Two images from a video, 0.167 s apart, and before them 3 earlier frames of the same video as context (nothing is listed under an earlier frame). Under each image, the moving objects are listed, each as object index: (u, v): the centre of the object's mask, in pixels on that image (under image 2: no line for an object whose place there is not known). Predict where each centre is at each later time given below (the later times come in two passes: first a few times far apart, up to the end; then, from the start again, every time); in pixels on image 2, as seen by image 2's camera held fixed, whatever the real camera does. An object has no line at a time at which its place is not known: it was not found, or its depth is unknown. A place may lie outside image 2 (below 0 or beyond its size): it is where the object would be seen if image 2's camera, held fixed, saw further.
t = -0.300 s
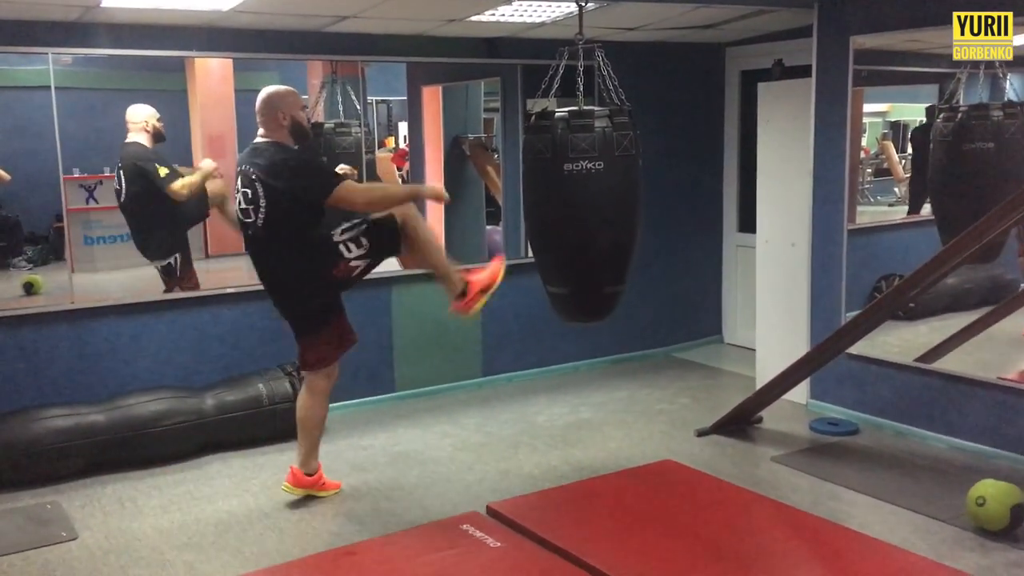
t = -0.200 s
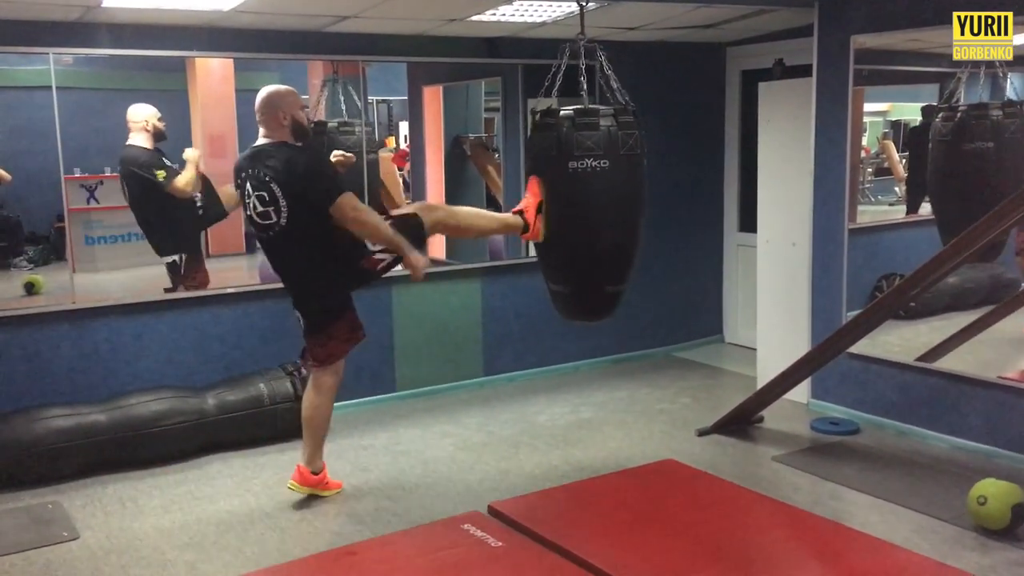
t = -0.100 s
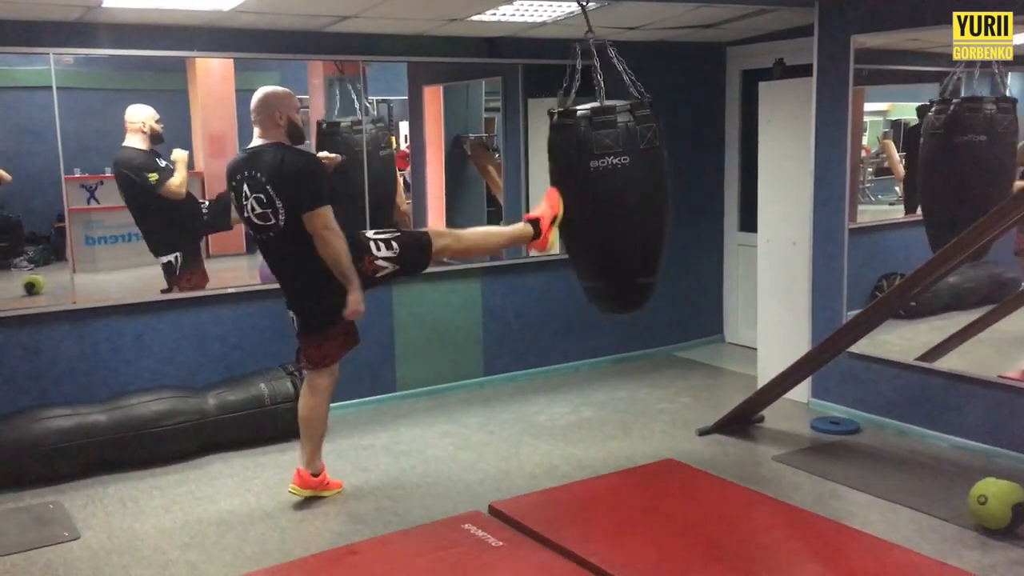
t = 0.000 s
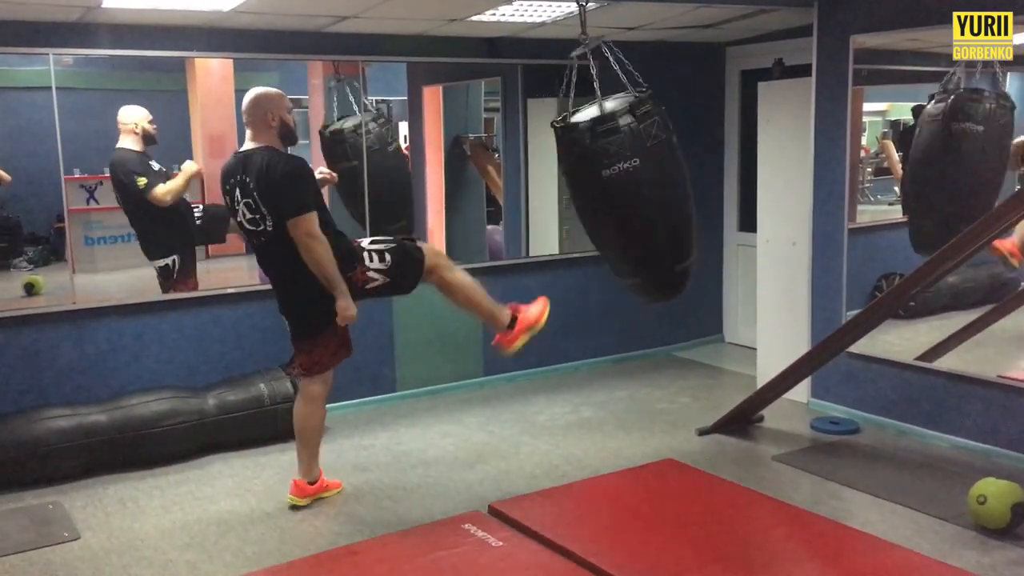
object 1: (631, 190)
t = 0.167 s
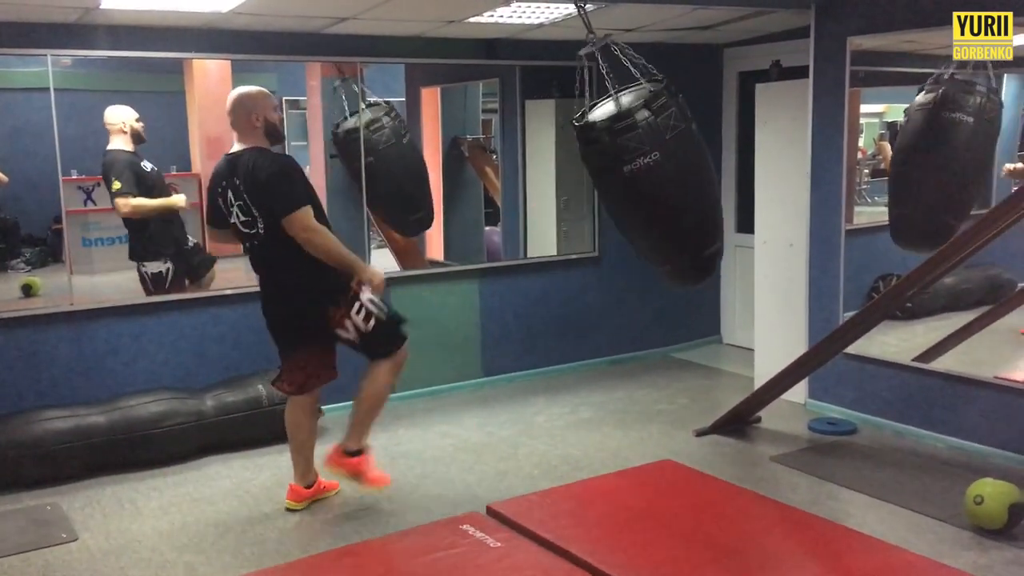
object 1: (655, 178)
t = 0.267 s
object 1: (662, 173)
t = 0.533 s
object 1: (646, 184)
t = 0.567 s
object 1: (641, 187)
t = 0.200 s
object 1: (658, 176)
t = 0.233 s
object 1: (660, 174)
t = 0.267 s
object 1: (662, 173)
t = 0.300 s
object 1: (662, 173)
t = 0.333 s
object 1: (661, 173)
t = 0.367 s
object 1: (660, 174)
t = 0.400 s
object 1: (658, 174)
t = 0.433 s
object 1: (655, 176)
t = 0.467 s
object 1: (653, 178)
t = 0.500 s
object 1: (649, 180)
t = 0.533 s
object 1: (646, 184)
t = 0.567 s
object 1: (641, 187)
